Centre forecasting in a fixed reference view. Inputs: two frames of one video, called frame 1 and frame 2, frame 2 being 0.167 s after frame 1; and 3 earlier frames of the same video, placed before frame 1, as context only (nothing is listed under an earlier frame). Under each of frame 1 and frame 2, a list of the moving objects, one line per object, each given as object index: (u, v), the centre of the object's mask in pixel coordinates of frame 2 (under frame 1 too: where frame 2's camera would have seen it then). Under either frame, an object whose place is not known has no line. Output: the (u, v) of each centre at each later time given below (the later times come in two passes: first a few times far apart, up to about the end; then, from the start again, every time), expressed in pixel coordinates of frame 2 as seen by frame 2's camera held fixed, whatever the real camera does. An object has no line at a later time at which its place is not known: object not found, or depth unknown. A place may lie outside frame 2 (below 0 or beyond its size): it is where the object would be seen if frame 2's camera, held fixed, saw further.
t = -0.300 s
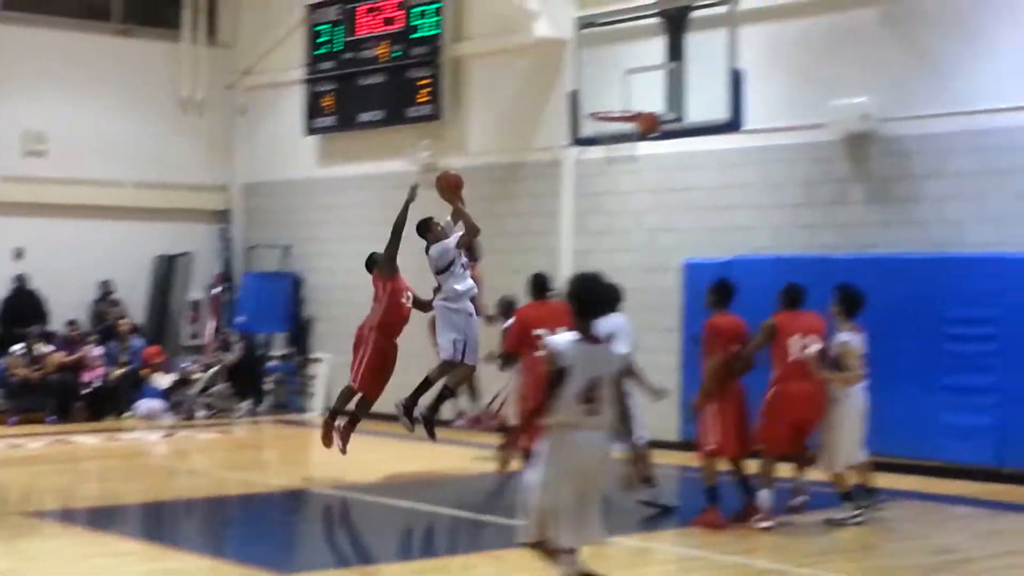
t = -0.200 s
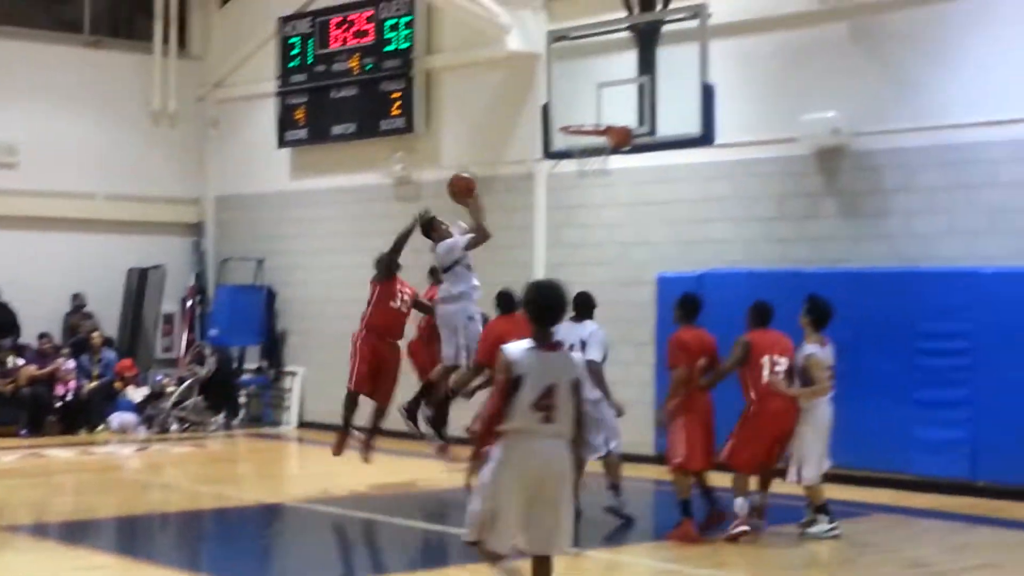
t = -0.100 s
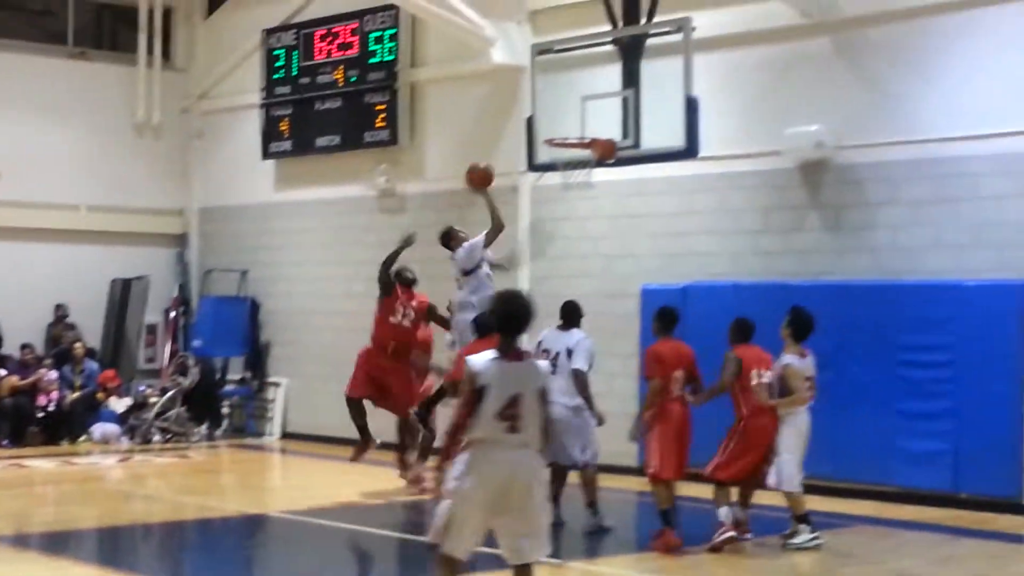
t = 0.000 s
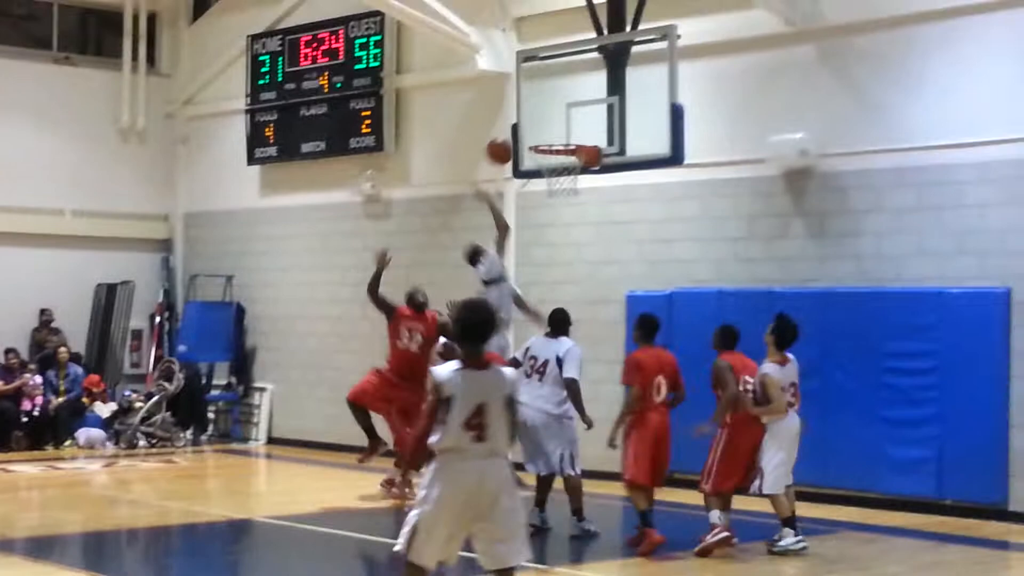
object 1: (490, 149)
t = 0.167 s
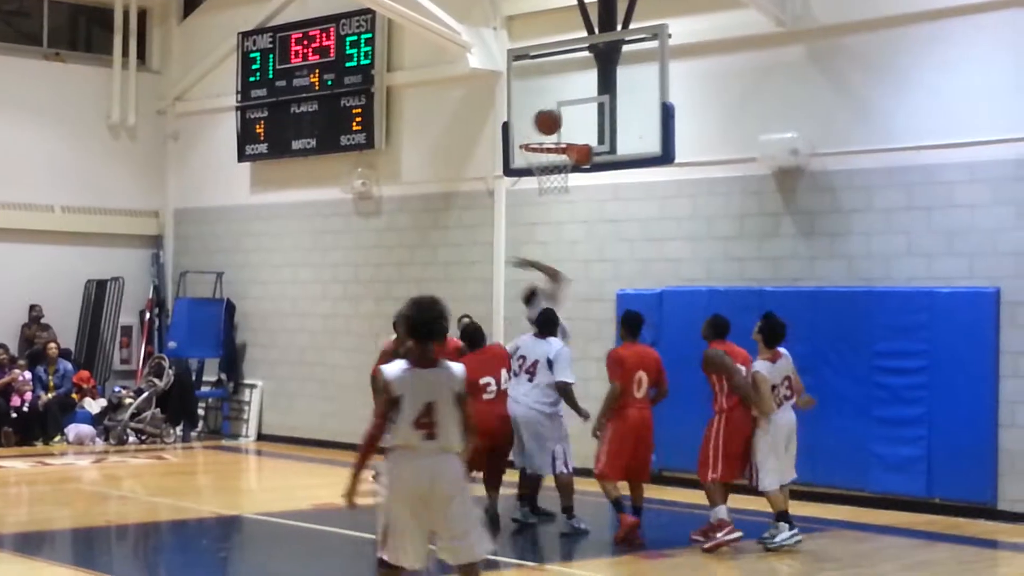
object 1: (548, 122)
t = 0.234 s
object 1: (547, 120)
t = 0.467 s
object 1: (545, 148)
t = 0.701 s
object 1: (565, 174)
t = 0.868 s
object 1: (559, 204)
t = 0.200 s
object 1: (549, 120)
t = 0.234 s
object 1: (547, 120)
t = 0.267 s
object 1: (545, 120)
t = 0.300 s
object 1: (543, 123)
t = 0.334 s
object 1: (541, 126)
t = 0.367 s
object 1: (539, 130)
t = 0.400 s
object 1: (538, 134)
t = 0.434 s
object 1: (537, 143)
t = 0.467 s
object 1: (545, 148)
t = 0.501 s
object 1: (551, 156)
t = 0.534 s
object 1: (556, 161)
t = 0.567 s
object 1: (562, 167)
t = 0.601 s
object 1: (564, 170)
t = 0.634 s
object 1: (565, 169)
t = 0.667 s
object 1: (565, 171)
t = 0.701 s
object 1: (565, 174)
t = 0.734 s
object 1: (564, 177)
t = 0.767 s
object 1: (563, 181)
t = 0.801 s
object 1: (561, 188)
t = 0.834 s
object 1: (560, 195)
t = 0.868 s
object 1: (559, 204)
